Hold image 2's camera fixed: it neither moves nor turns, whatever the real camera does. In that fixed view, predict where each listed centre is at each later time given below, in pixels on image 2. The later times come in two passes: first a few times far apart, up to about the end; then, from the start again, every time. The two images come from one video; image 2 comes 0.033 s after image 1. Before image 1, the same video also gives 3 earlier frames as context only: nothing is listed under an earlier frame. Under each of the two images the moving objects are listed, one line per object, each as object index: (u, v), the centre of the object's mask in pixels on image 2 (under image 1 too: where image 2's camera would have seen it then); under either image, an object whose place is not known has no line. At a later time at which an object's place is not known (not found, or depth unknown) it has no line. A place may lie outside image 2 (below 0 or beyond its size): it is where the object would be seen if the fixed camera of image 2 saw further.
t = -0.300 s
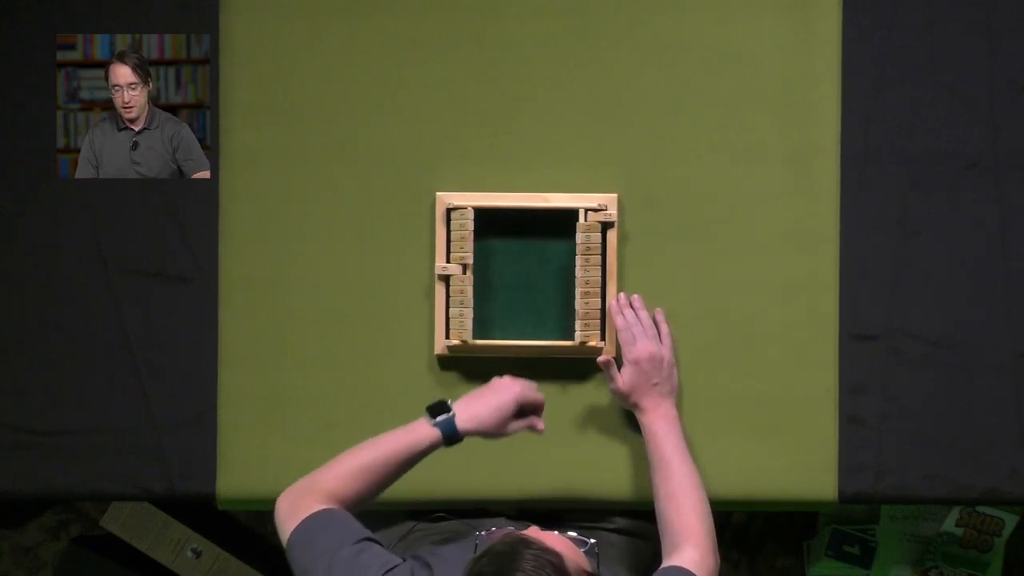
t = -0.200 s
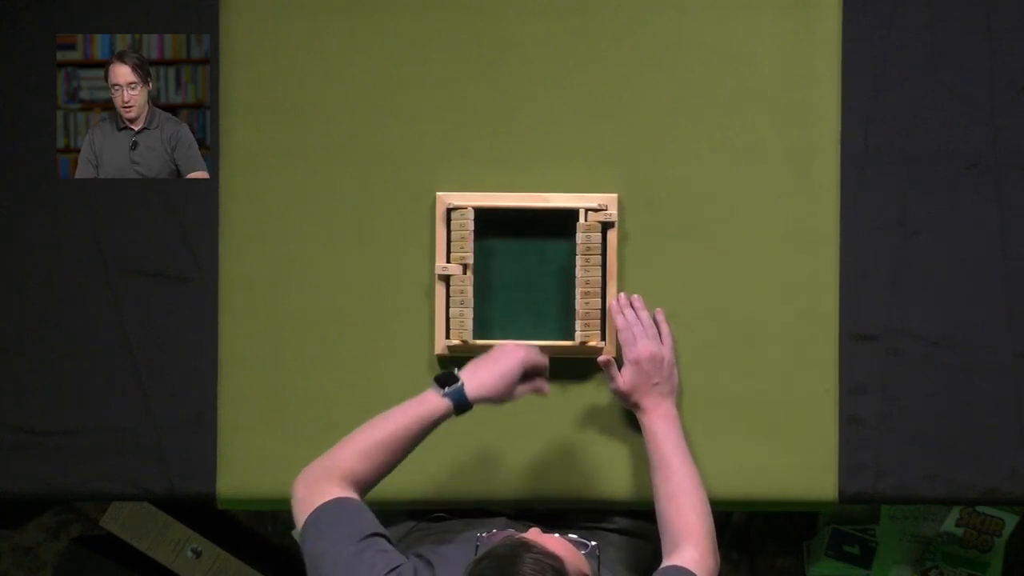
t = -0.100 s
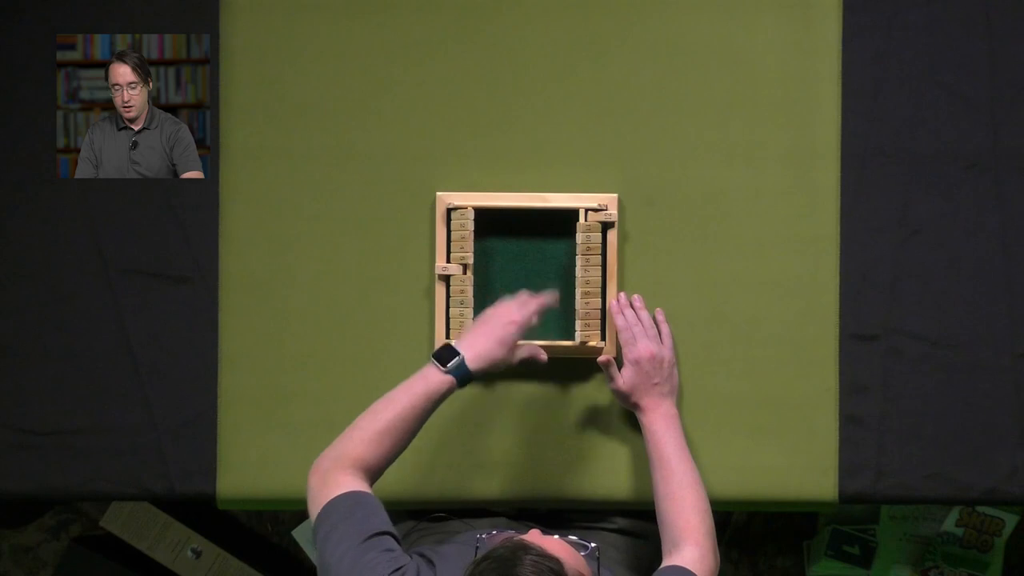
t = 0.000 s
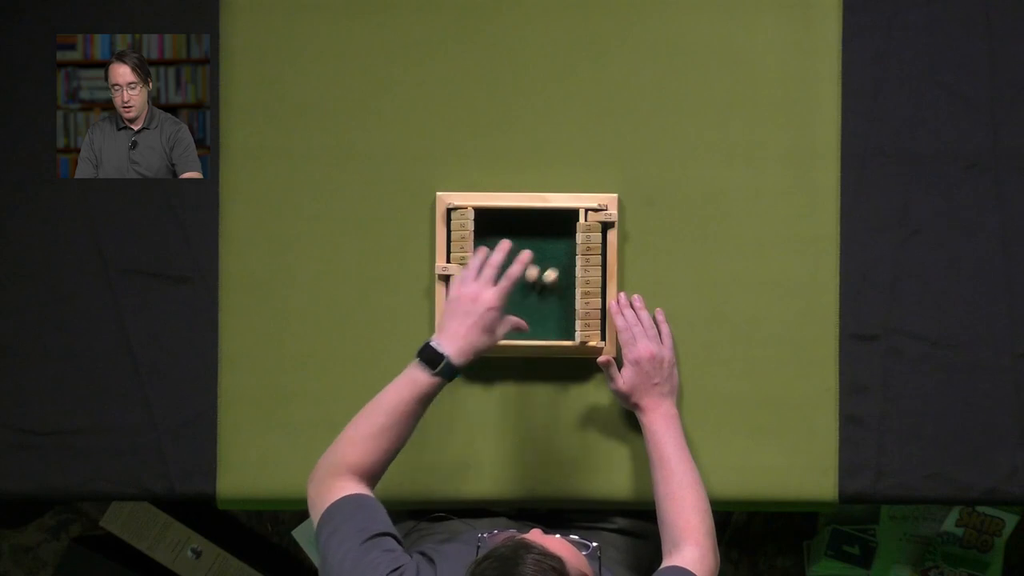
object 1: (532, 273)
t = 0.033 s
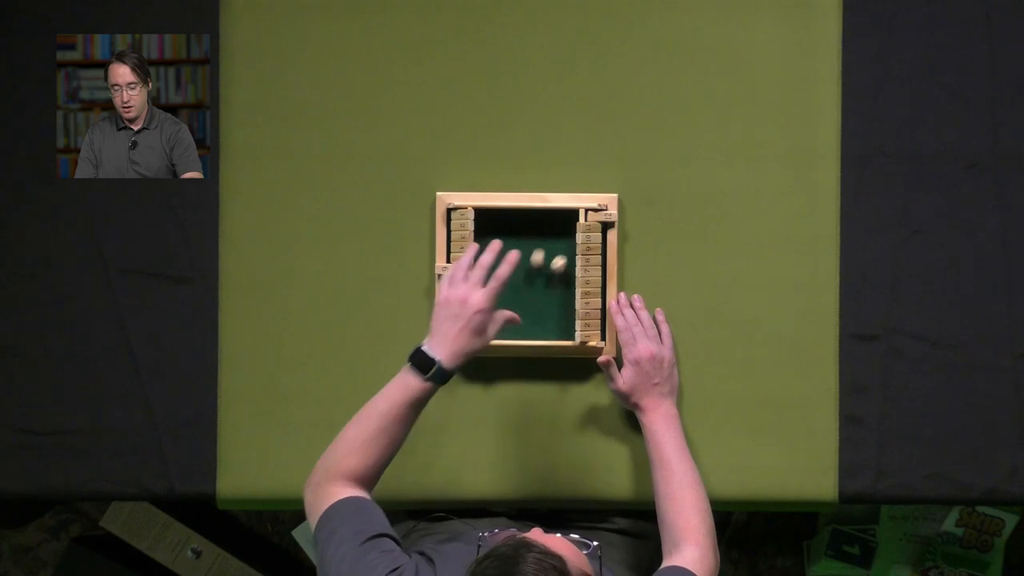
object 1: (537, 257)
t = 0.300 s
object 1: (528, 231)
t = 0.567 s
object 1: (515, 238)
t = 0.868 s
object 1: (515, 238)
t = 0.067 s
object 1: (544, 242)
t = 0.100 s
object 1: (549, 228)
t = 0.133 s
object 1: (554, 219)
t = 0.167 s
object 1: (549, 222)
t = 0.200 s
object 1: (543, 224)
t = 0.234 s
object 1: (537, 226)
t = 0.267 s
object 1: (532, 229)
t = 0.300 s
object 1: (528, 231)
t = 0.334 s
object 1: (523, 233)
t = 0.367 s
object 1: (519, 235)
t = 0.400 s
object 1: (517, 237)
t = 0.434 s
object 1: (515, 238)
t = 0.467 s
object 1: (516, 238)
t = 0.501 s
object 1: (515, 238)
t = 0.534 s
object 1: (515, 238)
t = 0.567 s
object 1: (515, 238)
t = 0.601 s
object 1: (516, 238)
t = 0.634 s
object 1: (516, 238)
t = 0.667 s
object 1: (516, 238)
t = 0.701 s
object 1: (516, 238)
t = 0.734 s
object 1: (516, 238)
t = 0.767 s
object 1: (516, 238)
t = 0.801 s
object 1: (515, 238)
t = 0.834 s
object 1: (515, 238)
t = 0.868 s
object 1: (515, 238)
